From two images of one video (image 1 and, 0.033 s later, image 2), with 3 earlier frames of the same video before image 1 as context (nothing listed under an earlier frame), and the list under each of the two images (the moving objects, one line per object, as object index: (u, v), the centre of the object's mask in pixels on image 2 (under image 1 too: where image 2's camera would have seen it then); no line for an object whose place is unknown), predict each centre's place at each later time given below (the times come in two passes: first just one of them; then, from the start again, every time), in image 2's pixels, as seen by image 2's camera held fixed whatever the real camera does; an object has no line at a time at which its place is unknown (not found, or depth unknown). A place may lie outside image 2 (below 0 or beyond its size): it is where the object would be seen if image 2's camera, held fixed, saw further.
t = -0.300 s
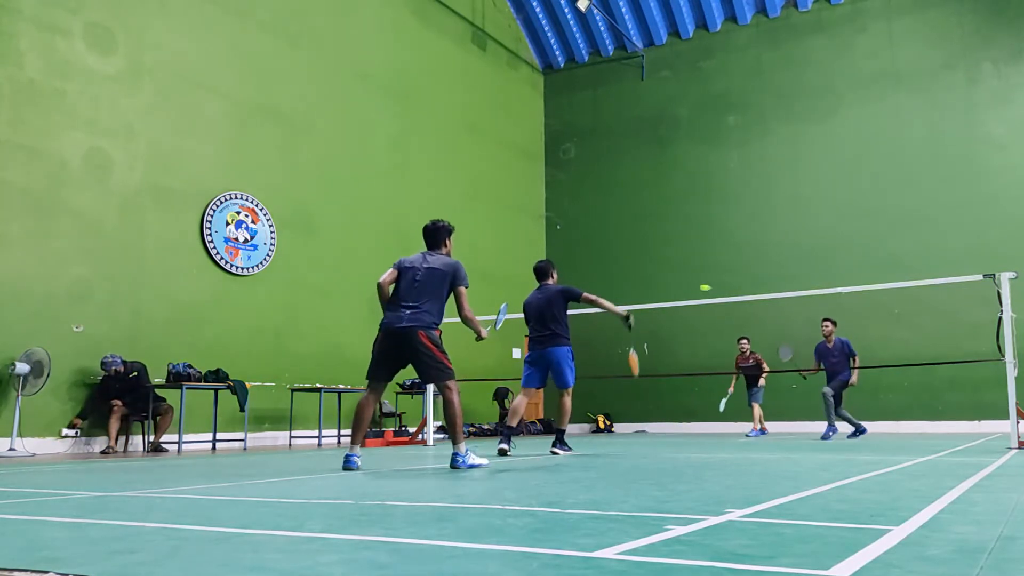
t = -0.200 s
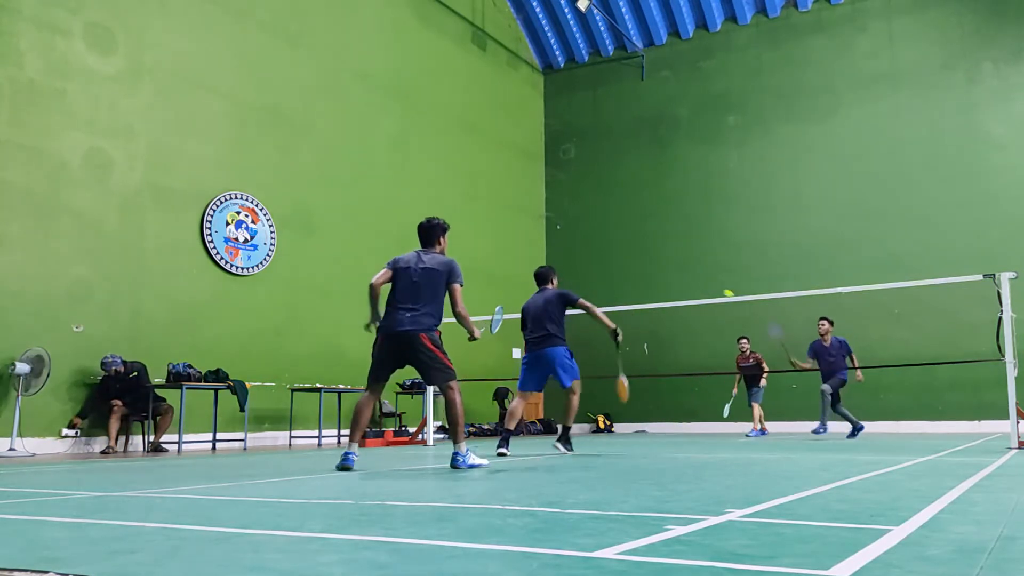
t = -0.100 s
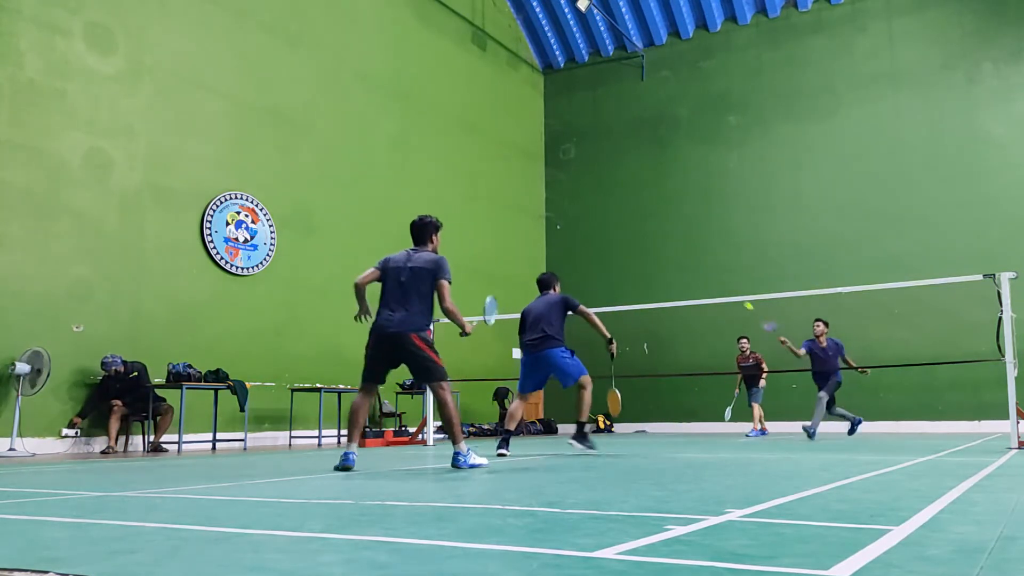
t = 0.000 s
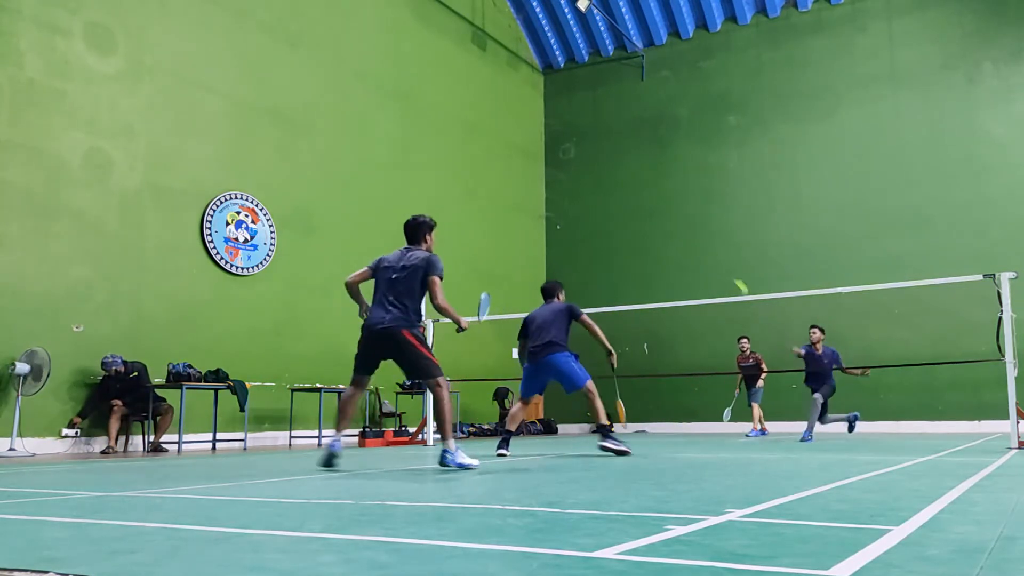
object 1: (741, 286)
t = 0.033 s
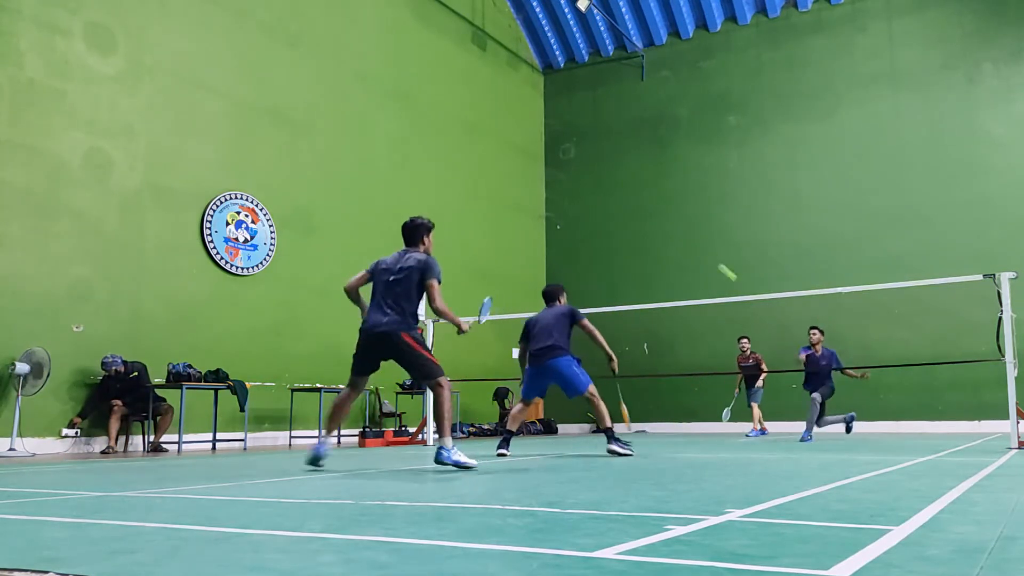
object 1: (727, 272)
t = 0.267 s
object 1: (641, 208)
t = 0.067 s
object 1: (713, 259)
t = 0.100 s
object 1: (703, 249)
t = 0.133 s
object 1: (691, 238)
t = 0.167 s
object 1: (679, 228)
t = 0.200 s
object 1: (667, 221)
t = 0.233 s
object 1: (654, 214)
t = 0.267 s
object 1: (641, 208)
